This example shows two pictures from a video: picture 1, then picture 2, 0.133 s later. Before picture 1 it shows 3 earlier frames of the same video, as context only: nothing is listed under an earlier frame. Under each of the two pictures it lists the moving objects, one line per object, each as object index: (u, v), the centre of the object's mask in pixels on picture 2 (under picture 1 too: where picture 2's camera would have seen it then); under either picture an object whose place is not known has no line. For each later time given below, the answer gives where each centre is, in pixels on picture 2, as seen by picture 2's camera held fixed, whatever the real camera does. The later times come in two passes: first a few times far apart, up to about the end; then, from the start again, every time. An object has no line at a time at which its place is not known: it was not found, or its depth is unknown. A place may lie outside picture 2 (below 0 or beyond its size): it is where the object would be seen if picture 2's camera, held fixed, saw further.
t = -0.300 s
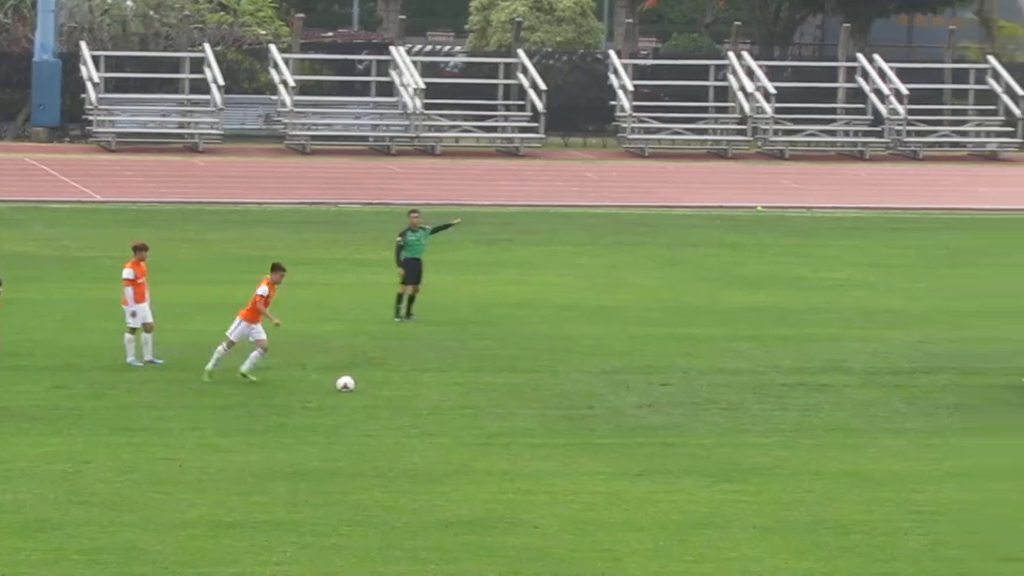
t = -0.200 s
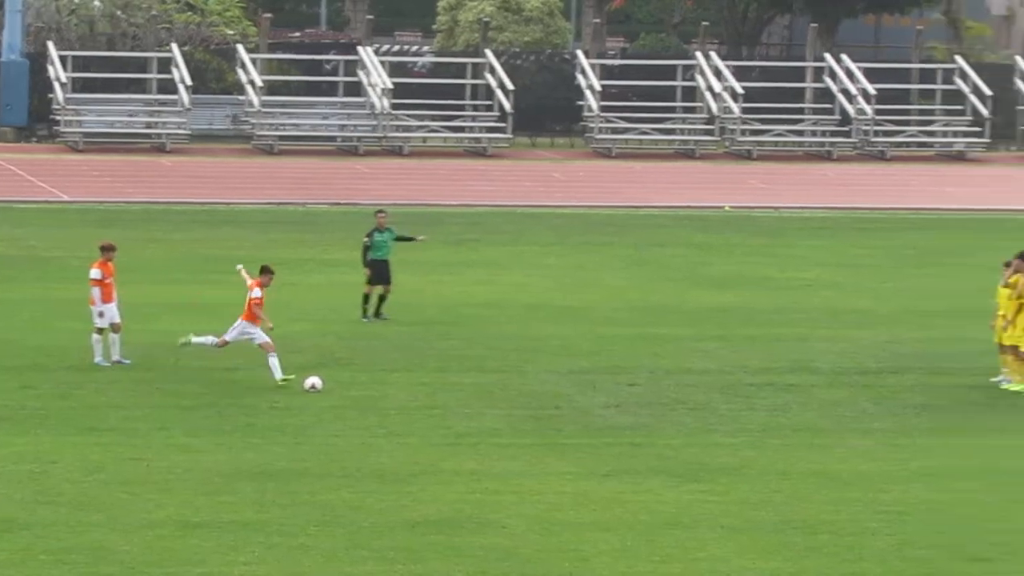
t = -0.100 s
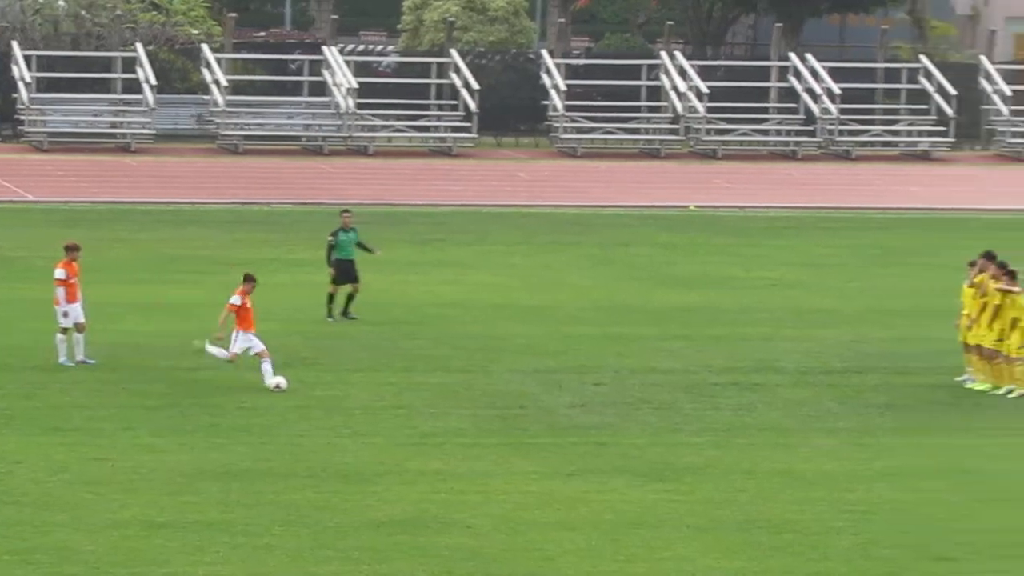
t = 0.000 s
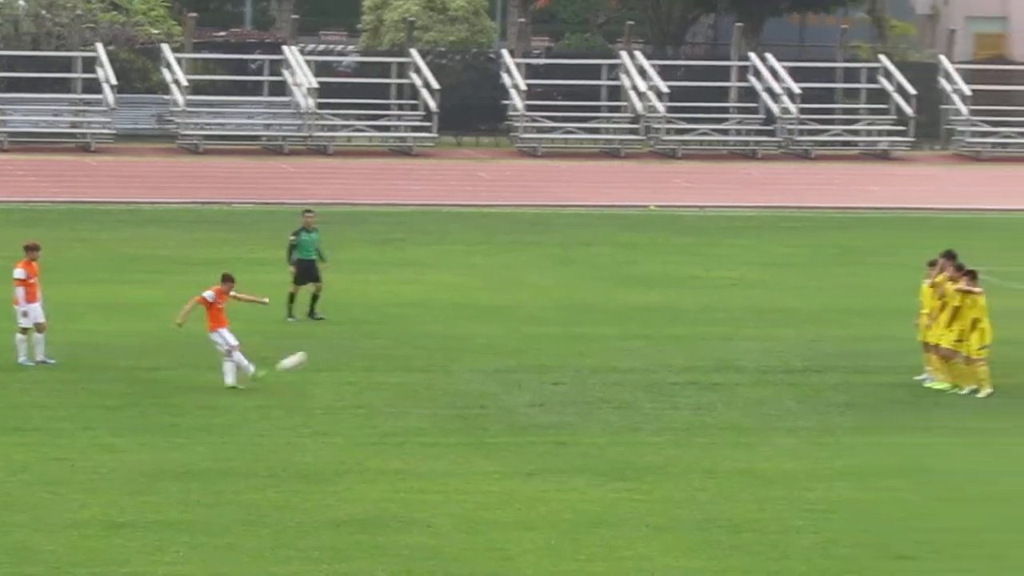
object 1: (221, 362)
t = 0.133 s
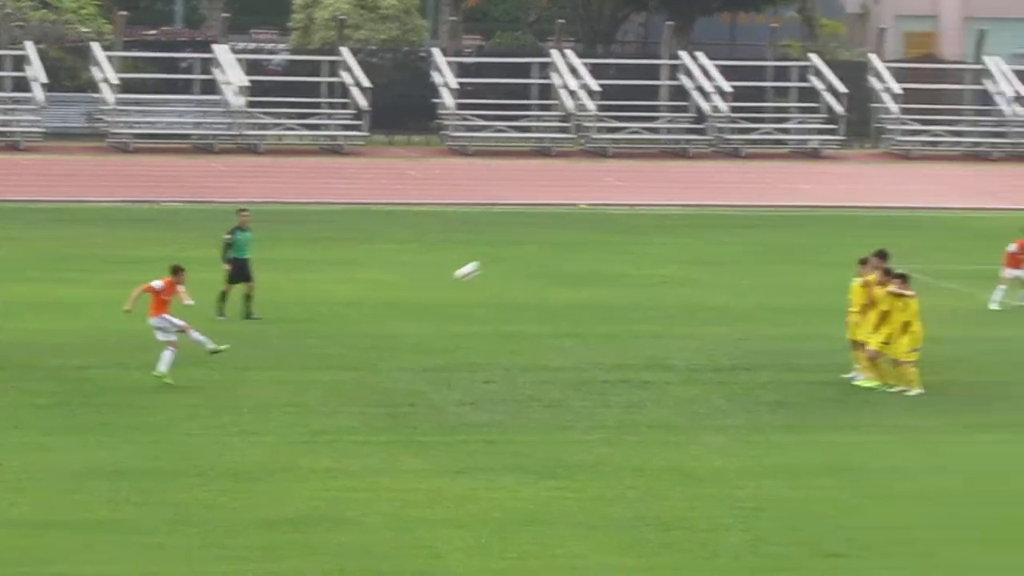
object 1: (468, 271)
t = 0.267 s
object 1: (696, 203)
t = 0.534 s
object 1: (1156, 108)
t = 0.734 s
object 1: (1492, 69)
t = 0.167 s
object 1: (523, 252)
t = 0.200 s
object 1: (582, 234)
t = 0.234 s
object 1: (640, 217)
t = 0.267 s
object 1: (696, 203)
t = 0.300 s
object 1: (753, 188)
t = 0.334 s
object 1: (811, 175)
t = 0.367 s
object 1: (869, 163)
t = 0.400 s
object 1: (927, 151)
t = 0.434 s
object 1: (985, 139)
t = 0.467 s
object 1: (1042, 128)
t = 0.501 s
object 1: (1099, 118)
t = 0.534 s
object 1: (1156, 108)
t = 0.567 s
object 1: (1212, 100)
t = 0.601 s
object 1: (1268, 91)
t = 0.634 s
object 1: (1323, 84)
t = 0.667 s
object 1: (1379, 77)
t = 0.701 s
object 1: (1435, 74)
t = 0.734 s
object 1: (1492, 69)
